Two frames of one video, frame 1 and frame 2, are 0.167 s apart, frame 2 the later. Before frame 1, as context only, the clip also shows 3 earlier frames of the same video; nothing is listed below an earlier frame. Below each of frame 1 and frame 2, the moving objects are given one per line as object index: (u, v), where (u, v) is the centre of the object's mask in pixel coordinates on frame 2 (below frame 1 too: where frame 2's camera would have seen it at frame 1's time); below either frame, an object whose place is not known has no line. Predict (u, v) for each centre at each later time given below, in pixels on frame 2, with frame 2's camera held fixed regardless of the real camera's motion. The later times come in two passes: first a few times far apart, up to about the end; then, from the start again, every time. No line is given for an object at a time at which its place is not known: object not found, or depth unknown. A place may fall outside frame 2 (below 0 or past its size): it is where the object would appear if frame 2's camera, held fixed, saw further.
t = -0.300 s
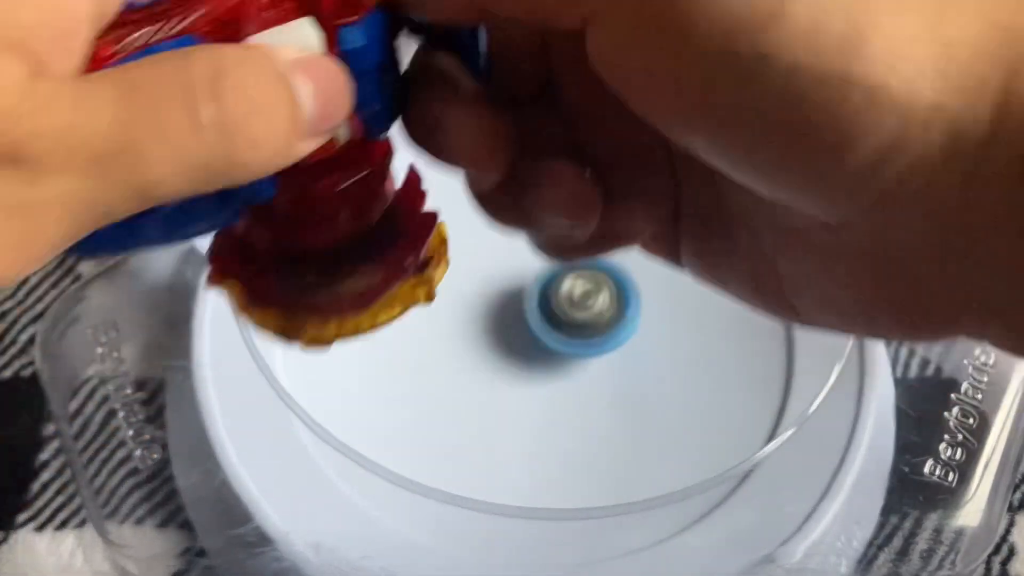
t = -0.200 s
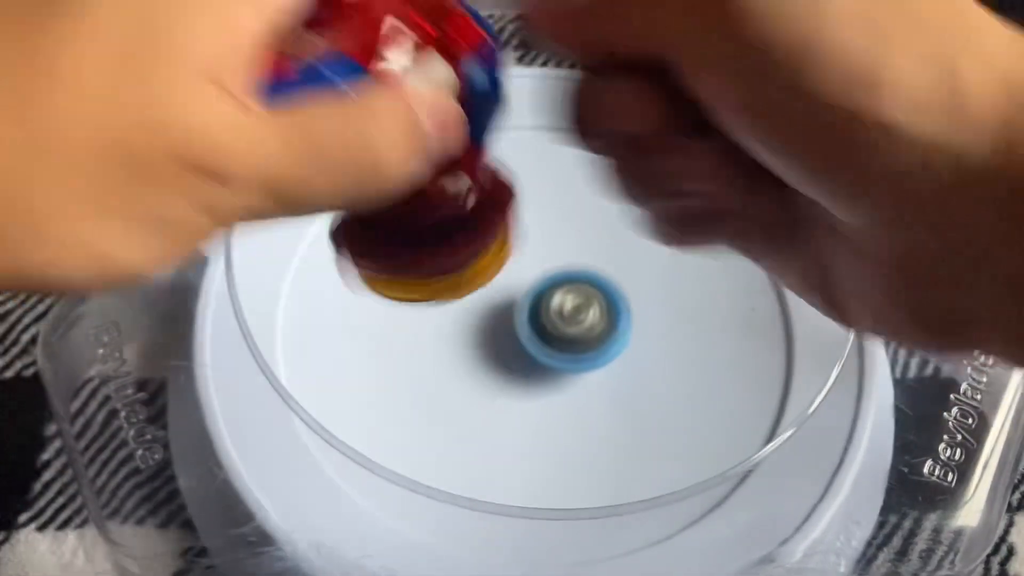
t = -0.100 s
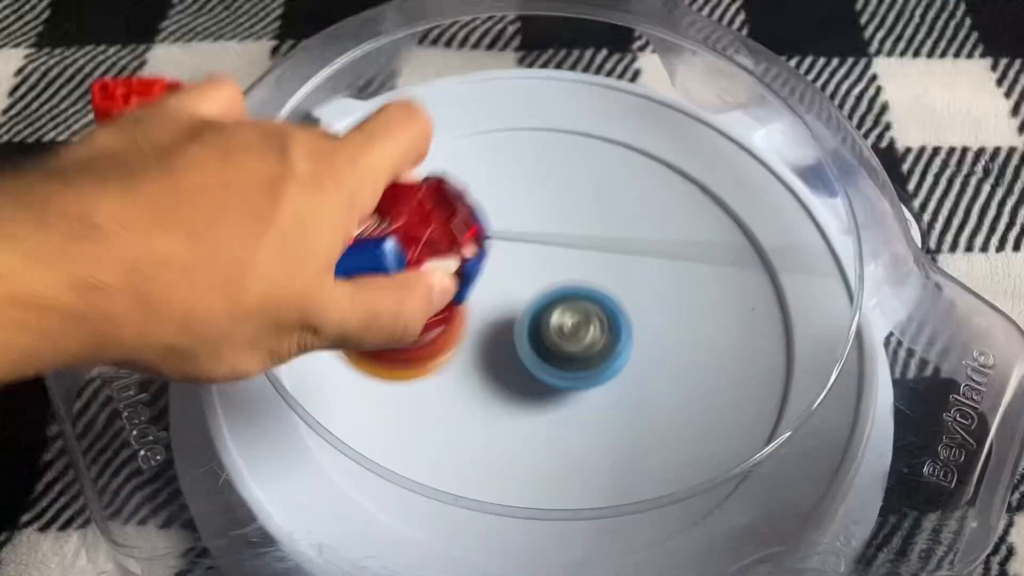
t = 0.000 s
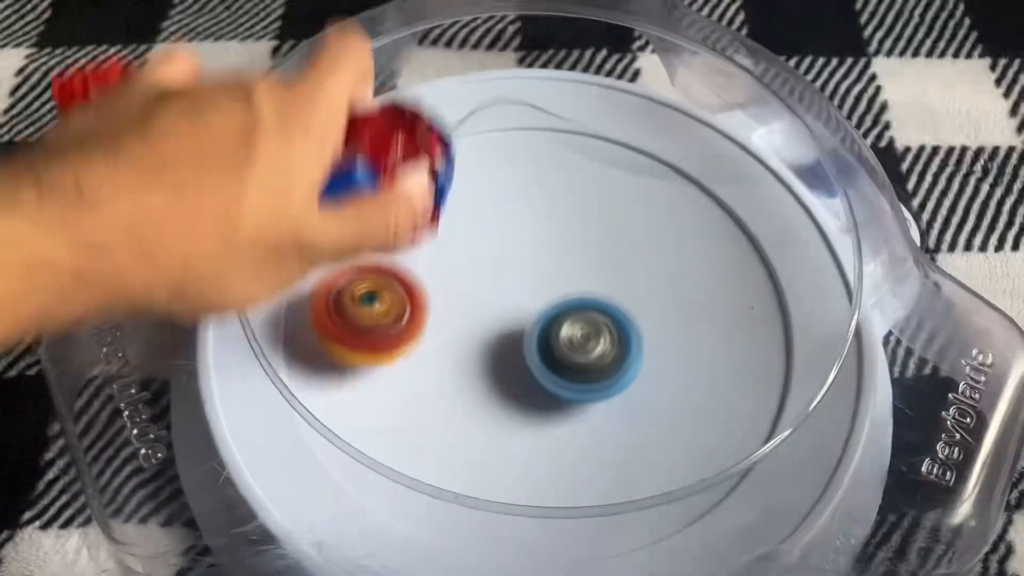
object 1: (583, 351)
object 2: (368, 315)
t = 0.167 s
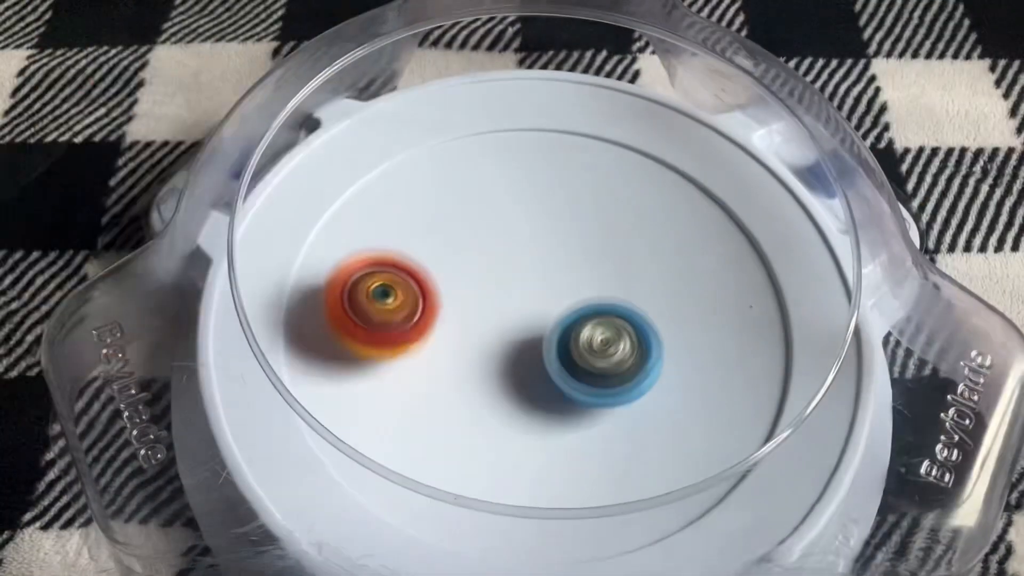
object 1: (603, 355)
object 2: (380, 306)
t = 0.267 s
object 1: (612, 350)
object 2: (405, 302)
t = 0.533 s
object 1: (596, 333)
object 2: (405, 250)
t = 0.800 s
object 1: (557, 353)
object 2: (465, 247)
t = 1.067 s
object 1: (576, 395)
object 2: (480, 211)
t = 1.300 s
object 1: (608, 373)
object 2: (520, 228)
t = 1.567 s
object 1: (553, 339)
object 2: (564, 200)
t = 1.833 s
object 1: (506, 381)
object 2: (573, 227)
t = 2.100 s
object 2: (664, 248)
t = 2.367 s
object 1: (563, 383)
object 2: (644, 260)
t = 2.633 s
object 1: (491, 431)
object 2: (633, 294)
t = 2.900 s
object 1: (550, 402)
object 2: (674, 288)
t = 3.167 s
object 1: (449, 386)
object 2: (662, 306)
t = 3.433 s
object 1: (461, 411)
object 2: (654, 372)
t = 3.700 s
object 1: (508, 377)
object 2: (631, 368)
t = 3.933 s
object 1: (442, 319)
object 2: (620, 403)
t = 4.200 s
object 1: (437, 332)
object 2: (575, 394)
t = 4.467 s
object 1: (456, 311)
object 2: (619, 442)
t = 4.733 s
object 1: (432, 266)
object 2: (510, 370)
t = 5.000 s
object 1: (406, 289)
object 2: (595, 388)
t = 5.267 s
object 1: (342, 293)
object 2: (538, 290)
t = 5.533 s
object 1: (434, 333)
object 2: (611, 345)
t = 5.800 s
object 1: (506, 309)
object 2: (565, 218)
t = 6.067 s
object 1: (436, 436)
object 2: (533, 267)
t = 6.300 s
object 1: (573, 437)
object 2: (638, 268)
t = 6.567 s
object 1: (656, 341)
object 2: (557, 252)
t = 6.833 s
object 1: (614, 265)
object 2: (556, 392)
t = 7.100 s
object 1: (521, 295)
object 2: (638, 340)
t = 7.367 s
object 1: (461, 365)
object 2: (565, 302)
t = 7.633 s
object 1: (539, 426)
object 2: (562, 315)
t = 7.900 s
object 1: (600, 378)
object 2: (537, 273)
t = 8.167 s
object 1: (571, 366)
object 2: (472, 301)
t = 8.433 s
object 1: (595, 379)
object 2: (481, 335)
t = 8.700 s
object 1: (602, 370)
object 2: (491, 312)
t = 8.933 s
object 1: (575, 355)
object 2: (481, 287)
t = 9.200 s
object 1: (562, 366)
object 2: (487, 275)
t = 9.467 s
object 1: (560, 376)
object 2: (537, 269)
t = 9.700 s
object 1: (547, 368)
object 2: (571, 264)
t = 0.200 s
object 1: (606, 354)
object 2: (386, 306)
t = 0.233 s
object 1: (610, 352)
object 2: (394, 306)
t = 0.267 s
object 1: (612, 350)
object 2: (405, 302)
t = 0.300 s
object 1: (613, 348)
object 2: (415, 294)
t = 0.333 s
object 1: (613, 345)
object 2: (420, 285)
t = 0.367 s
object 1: (613, 342)
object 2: (420, 274)
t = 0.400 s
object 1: (611, 340)
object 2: (418, 265)
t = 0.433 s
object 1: (608, 338)
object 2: (414, 257)
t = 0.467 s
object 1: (605, 336)
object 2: (411, 253)
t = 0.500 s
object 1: (601, 334)
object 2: (408, 250)
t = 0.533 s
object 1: (596, 333)
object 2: (405, 250)
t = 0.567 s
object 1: (591, 333)
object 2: (405, 251)
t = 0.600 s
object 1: (584, 333)
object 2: (407, 253)
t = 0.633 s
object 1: (578, 335)
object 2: (414, 257)
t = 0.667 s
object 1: (573, 337)
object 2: (423, 258)
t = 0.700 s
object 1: (568, 340)
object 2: (434, 259)
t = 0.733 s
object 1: (563, 344)
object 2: (445, 258)
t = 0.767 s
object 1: (559, 348)
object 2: (456, 254)
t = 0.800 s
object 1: (557, 353)
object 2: (465, 247)
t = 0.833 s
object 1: (555, 359)
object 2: (473, 238)
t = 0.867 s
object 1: (555, 365)
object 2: (479, 230)
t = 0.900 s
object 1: (555, 371)
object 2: (480, 223)
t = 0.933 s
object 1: (557, 378)
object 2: (481, 217)
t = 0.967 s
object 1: (560, 383)
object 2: (481, 214)
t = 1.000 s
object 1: (564, 388)
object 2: (480, 212)
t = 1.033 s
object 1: (570, 392)
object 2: (480, 211)
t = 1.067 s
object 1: (576, 395)
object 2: (480, 211)
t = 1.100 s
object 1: (583, 395)
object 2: (481, 212)
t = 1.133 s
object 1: (590, 394)
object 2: (483, 213)
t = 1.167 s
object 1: (596, 392)
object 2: (485, 215)
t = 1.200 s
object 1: (602, 389)
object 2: (489, 218)
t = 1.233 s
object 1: (605, 384)
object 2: (496, 223)
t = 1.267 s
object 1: (607, 378)
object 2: (507, 227)
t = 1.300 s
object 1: (608, 373)
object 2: (520, 228)
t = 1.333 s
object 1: (606, 367)
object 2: (532, 226)
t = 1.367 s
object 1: (602, 361)
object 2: (544, 222)
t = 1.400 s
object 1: (597, 356)
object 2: (553, 217)
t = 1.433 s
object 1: (590, 350)
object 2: (560, 211)
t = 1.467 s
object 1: (582, 346)
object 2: (564, 205)
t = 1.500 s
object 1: (573, 342)
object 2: (564, 202)
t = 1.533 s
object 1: (563, 340)
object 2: (564, 200)
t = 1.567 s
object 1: (553, 339)
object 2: (564, 200)
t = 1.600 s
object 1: (543, 339)
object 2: (563, 201)
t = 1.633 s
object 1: (534, 342)
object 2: (563, 202)
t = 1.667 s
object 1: (526, 346)
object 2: (563, 204)
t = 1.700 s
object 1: (519, 351)
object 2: (563, 207)
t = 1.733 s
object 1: (513, 357)
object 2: (564, 211)
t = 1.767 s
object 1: (509, 364)
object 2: (565, 214)
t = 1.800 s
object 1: (506, 372)
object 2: (568, 220)
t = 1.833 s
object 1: (506, 381)
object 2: (573, 227)
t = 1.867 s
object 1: (507, 390)
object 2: (579, 236)
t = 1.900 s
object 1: (510, 398)
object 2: (590, 245)
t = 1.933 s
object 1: (515, 407)
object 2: (604, 253)
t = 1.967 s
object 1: (523, 414)
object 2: (620, 258)
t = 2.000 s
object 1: (531, 420)
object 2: (634, 259)
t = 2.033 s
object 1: (540, 422)
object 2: (648, 258)
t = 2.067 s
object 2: (658, 254)
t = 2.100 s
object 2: (664, 248)
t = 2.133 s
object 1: (570, 417)
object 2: (668, 242)
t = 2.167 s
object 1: (579, 412)
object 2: (668, 235)
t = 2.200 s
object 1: (585, 406)
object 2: (663, 230)
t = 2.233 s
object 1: (589, 397)
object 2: (653, 231)
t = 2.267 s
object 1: (592, 388)
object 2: (642, 237)
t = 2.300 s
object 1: (591, 378)
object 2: (632, 250)
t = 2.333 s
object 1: (586, 366)
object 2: (629, 266)
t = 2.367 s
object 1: (563, 383)
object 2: (644, 260)
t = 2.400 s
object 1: (540, 395)
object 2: (652, 254)
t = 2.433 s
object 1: (521, 404)
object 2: (653, 247)
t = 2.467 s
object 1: (505, 412)
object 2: (647, 243)
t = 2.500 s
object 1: (494, 417)
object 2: (638, 244)
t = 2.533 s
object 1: (488, 422)
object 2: (628, 252)
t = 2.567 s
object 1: (486, 426)
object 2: (624, 265)
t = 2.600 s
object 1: (487, 429)
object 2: (624, 280)
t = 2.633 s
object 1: (491, 431)
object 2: (633, 294)
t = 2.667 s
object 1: (498, 432)
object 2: (645, 304)
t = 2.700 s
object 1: (505, 431)
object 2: (660, 311)
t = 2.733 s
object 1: (515, 430)
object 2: (675, 311)
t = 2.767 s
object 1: (524, 428)
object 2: (687, 308)
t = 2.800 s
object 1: (533, 424)
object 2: (692, 302)
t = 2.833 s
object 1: (540, 418)
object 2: (691, 296)
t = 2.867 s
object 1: (546, 411)
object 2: (685, 290)
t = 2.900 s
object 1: (550, 402)
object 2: (674, 288)
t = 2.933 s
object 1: (553, 392)
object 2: (661, 291)
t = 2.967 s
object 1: (553, 384)
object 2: (647, 302)
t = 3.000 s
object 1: (538, 380)
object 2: (649, 309)
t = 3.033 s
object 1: (512, 381)
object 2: (658, 309)
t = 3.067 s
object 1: (491, 381)
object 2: (664, 309)
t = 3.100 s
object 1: (473, 383)
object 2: (667, 309)
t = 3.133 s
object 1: (459, 383)
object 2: (666, 306)
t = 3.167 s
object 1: (449, 386)
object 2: (662, 306)
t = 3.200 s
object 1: (442, 388)
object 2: (655, 308)
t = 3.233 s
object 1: (438, 391)
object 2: (646, 315)
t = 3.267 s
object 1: (437, 394)
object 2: (639, 324)
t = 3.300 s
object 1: (439, 399)
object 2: (637, 335)
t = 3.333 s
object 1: (442, 402)
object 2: (638, 346)
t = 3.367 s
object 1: (447, 406)
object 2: (641, 356)
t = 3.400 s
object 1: (453, 409)
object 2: (648, 365)
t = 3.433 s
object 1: (461, 411)
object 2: (654, 372)
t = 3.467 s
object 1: (468, 412)
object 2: (661, 376)
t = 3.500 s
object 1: (476, 411)
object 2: (666, 376)
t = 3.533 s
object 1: (485, 409)
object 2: (668, 374)
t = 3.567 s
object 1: (492, 405)
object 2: (667, 371)
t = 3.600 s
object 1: (499, 399)
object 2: (663, 368)
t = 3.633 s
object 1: (503, 393)
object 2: (654, 366)
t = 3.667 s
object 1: (507, 385)
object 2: (643, 366)
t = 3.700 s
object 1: (508, 377)
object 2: (631, 368)
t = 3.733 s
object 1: (498, 366)
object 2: (628, 373)
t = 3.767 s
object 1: (486, 355)
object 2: (624, 378)
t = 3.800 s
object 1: (475, 344)
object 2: (620, 383)
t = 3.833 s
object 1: (465, 334)
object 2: (617, 388)
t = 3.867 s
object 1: (456, 327)
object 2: (618, 394)
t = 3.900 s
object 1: (449, 322)
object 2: (618, 400)
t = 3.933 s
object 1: (442, 319)
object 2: (620, 403)
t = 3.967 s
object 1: (438, 316)
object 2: (622, 405)
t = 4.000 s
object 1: (435, 316)
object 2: (622, 404)
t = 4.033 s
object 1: (433, 317)
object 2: (620, 403)
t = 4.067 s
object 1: (432, 319)
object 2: (615, 400)
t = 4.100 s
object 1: (432, 321)
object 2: (608, 398)
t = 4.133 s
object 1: (433, 325)
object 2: (599, 396)
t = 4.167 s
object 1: (435, 328)
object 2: (588, 394)
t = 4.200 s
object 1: (437, 332)
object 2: (575, 394)
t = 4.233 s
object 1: (440, 335)
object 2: (563, 396)
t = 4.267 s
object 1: (443, 338)
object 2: (553, 399)
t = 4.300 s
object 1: (447, 339)
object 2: (544, 404)
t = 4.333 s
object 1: (451, 338)
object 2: (539, 411)
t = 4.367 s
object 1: (451, 331)
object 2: (548, 430)
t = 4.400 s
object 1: (452, 323)
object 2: (568, 446)
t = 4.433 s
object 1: (454, 317)
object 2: (595, 450)
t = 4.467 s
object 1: (456, 311)
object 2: (619, 442)
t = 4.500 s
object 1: (458, 306)
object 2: (634, 422)
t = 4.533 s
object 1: (461, 304)
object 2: (634, 399)
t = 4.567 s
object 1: (463, 302)
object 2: (621, 375)
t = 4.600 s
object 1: (466, 301)
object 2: (597, 356)
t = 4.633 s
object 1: (466, 298)
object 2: (567, 346)
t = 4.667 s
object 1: (454, 285)
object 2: (551, 348)
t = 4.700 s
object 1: (442, 274)
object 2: (529, 355)
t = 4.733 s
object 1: (432, 266)
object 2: (510, 370)
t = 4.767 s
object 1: (424, 260)
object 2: (500, 390)
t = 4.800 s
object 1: (416, 257)
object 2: (500, 410)
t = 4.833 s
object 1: (410, 258)
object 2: (511, 427)
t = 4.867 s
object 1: (405, 260)
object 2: (533, 437)
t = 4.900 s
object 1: (403, 265)
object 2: (557, 438)
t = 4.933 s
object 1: (401, 272)
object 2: (578, 429)
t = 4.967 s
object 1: (403, 280)
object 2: (593, 411)
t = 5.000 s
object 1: (406, 289)
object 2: (595, 388)
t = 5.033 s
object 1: (412, 298)
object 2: (588, 366)
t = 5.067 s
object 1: (421, 308)
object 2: (570, 344)
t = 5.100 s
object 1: (430, 315)
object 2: (549, 329)
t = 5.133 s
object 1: (399, 308)
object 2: (565, 326)
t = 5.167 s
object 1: (373, 299)
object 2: (573, 315)
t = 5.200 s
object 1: (353, 294)
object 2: (568, 303)
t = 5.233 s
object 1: (344, 292)
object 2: (556, 294)
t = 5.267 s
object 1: (342, 293)
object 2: (538, 290)
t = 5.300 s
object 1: (345, 299)
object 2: (521, 293)
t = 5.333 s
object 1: (355, 308)
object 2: (508, 303)
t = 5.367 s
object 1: (370, 317)
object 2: (502, 318)
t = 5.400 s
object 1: (386, 325)
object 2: (506, 334)
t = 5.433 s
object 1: (394, 329)
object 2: (528, 351)
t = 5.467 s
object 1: (404, 332)
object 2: (556, 358)
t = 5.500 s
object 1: (419, 334)
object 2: (585, 358)
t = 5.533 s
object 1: (434, 333)
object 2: (611, 345)
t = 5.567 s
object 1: (451, 332)
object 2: (629, 329)
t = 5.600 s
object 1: (468, 329)
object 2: (639, 309)
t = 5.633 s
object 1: (486, 325)
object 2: (638, 287)
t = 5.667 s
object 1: (503, 319)
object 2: (628, 268)
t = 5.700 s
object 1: (516, 313)
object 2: (611, 253)
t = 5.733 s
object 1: (515, 310)
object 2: (601, 235)
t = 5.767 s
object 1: (513, 307)
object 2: (584, 225)
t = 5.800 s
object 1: (506, 309)
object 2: (565, 218)
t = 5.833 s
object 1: (496, 313)
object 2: (547, 216)
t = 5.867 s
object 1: (487, 322)
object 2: (531, 218)
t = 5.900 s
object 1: (479, 329)
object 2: (518, 230)
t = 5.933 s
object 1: (461, 358)
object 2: (517, 230)
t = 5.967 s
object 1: (446, 384)
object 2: (517, 235)
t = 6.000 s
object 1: (436, 407)
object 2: (519, 244)
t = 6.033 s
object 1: (432, 426)
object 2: (523, 255)
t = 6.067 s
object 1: (436, 436)
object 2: (533, 267)
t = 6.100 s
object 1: (446, 444)
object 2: (545, 278)
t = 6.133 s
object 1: (460, 449)
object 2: (561, 285)
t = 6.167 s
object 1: (478, 452)
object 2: (578, 288)
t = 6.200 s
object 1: (500, 454)
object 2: (597, 288)
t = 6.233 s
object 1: (525, 453)
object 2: (614, 285)
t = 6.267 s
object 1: (549, 448)
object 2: (628, 278)
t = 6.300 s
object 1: (573, 437)
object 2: (638, 268)
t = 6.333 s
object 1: (594, 424)
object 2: (641, 259)
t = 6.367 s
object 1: (612, 409)
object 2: (639, 251)
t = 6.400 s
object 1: (627, 392)
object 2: (631, 246)
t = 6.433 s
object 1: (638, 374)
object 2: (621, 246)
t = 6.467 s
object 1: (645, 356)
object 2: (608, 251)
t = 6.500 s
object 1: (652, 350)
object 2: (592, 248)
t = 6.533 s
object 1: (656, 347)
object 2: (574, 247)
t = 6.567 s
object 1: (656, 341)
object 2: (557, 252)
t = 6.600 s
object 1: (653, 332)
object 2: (541, 265)
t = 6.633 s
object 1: (649, 323)
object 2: (531, 282)
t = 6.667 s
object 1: (642, 312)
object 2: (526, 301)
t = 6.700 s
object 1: (642, 301)
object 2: (519, 321)
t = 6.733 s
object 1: (641, 290)
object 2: (518, 341)
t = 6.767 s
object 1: (635, 280)
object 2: (526, 361)
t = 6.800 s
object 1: (626, 271)
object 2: (537, 380)
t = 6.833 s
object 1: (614, 265)
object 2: (556, 392)
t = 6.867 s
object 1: (600, 261)
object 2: (577, 400)
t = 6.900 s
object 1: (585, 260)
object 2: (595, 401)
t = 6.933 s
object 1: (571, 260)
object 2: (613, 398)
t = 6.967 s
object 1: (558, 264)
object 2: (629, 392)
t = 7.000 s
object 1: (546, 269)
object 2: (639, 380)
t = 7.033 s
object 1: (535, 276)
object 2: (643, 367)
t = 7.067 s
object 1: (527, 285)
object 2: (643, 353)
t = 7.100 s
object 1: (521, 295)
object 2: (638, 340)
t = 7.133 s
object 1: (514, 306)
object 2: (630, 328)
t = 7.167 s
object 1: (502, 311)
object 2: (626, 318)
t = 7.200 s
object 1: (493, 318)
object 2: (615, 309)
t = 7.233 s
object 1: (486, 326)
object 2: (601, 304)
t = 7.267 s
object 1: (475, 336)
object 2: (593, 299)
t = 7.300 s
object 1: (465, 346)
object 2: (585, 297)
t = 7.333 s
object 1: (461, 356)
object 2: (574, 299)
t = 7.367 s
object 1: (461, 365)
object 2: (565, 302)
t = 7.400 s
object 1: (464, 376)
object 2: (557, 305)
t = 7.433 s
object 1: (469, 387)
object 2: (556, 309)
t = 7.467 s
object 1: (475, 398)
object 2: (557, 310)
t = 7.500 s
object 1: (484, 407)
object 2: (557, 313)
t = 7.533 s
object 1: (497, 415)
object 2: (557, 314)
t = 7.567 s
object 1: (511, 420)
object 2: (557, 316)
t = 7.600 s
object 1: (525, 422)
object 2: (561, 317)
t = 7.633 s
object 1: (539, 426)
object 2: (562, 315)
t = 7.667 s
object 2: (565, 305)
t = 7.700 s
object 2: (565, 295)
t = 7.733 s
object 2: (563, 286)
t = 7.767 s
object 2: (559, 280)
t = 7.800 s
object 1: (592, 411)
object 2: (555, 276)
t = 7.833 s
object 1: (598, 401)
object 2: (551, 274)
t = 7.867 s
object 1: (601, 390)
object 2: (544, 272)
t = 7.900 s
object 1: (600, 378)
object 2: (537, 273)
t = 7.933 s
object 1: (597, 367)
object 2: (529, 276)
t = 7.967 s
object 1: (599, 371)
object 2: (515, 271)
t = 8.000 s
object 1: (599, 373)
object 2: (503, 269)
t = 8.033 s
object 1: (596, 373)
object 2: (493, 270)
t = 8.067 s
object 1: (590, 372)
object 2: (483, 274)
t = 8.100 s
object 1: (583, 370)
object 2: (477, 280)
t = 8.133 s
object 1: (577, 368)
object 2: (473, 289)
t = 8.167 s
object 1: (571, 366)
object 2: (472, 301)
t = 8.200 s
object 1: (576, 371)
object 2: (466, 305)
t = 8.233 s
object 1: (580, 375)
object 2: (465, 308)
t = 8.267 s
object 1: (583, 377)
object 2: (466, 313)
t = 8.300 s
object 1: (584, 377)
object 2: (468, 320)
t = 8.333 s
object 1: (583, 376)
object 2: (472, 325)
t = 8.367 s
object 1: (588, 377)
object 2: (473, 329)
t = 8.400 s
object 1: (593, 379)
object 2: (477, 332)
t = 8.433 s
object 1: (595, 379)
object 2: (481, 335)
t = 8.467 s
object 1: (599, 379)
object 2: (486, 334)
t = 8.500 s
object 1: (605, 381)
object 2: (485, 332)
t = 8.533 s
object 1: (609, 381)
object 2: (486, 330)
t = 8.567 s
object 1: (610, 379)
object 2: (488, 329)
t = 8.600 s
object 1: (608, 376)
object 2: (489, 326)
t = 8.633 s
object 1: (605, 372)
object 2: (492, 324)
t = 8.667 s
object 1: (603, 370)
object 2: (493, 320)
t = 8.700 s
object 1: (602, 370)
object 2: (491, 312)
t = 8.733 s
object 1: (601, 369)
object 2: (487, 305)
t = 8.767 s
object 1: (599, 367)
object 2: (484, 299)
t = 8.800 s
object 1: (594, 365)
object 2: (482, 294)
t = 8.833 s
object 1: (590, 363)
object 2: (480, 291)
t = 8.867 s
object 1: (585, 360)
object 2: (480, 289)
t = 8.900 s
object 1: (580, 356)
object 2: (480, 288)
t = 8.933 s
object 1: (575, 355)
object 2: (481, 287)
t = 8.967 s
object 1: (575, 356)
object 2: (478, 281)
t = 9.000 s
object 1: (573, 357)
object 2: (476, 278)
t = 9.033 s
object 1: (571, 357)
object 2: (475, 276)
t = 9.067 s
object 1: (568, 357)
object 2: (475, 275)
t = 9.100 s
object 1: (565, 356)
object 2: (476, 275)
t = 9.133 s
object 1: (562, 356)
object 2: (479, 276)
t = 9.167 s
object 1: (561, 359)
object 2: (482, 276)
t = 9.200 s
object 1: (562, 366)
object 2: (487, 275)
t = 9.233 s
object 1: (565, 371)
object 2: (492, 273)
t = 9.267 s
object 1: (566, 374)
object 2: (497, 272)
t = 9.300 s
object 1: (566, 376)
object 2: (502, 271)
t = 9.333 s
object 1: (566, 376)
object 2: (509, 270)
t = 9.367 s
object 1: (565, 376)
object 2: (515, 270)
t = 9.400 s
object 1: (564, 376)
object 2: (522, 270)
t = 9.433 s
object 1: (561, 375)
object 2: (529, 270)
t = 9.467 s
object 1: (560, 376)
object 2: (537, 269)
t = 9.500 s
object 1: (559, 376)
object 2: (543, 266)
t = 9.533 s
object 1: (558, 376)
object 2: (549, 264)
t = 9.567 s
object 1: (556, 374)
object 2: (554, 263)
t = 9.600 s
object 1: (555, 373)
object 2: (559, 262)
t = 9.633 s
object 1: (552, 369)
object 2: (564, 262)
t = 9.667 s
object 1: (549, 368)
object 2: (568, 262)
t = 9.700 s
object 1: (547, 368)
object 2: (571, 264)
